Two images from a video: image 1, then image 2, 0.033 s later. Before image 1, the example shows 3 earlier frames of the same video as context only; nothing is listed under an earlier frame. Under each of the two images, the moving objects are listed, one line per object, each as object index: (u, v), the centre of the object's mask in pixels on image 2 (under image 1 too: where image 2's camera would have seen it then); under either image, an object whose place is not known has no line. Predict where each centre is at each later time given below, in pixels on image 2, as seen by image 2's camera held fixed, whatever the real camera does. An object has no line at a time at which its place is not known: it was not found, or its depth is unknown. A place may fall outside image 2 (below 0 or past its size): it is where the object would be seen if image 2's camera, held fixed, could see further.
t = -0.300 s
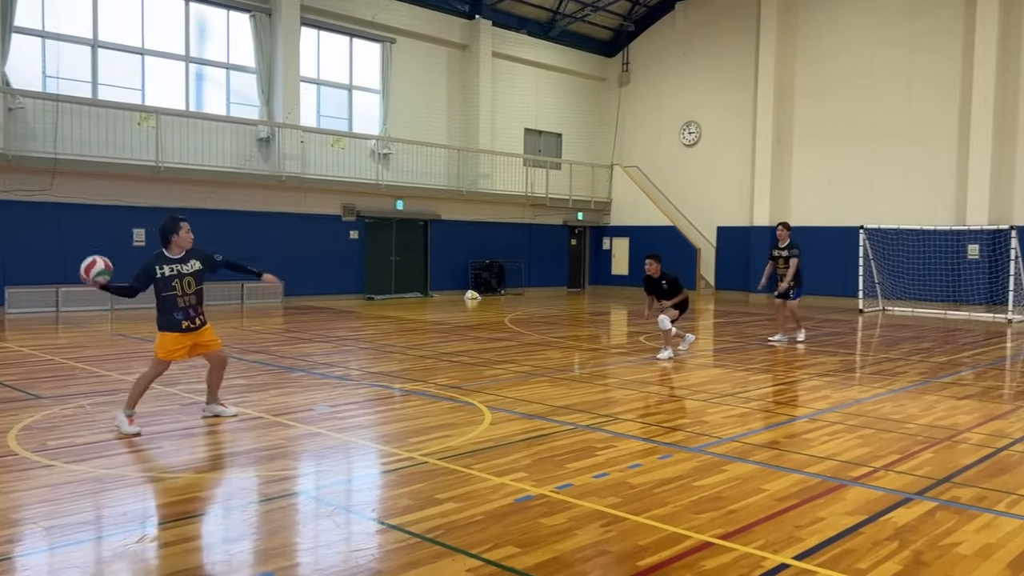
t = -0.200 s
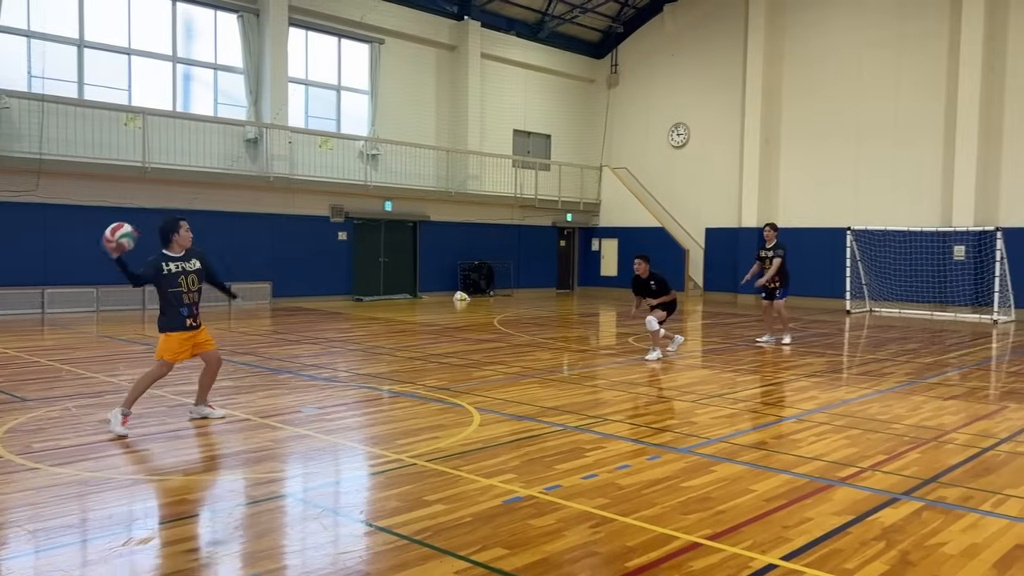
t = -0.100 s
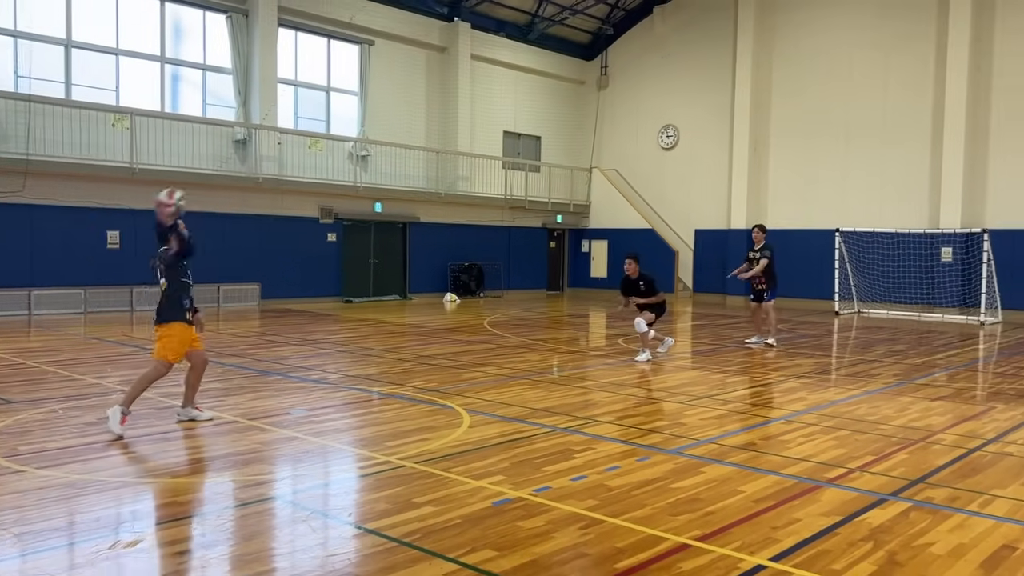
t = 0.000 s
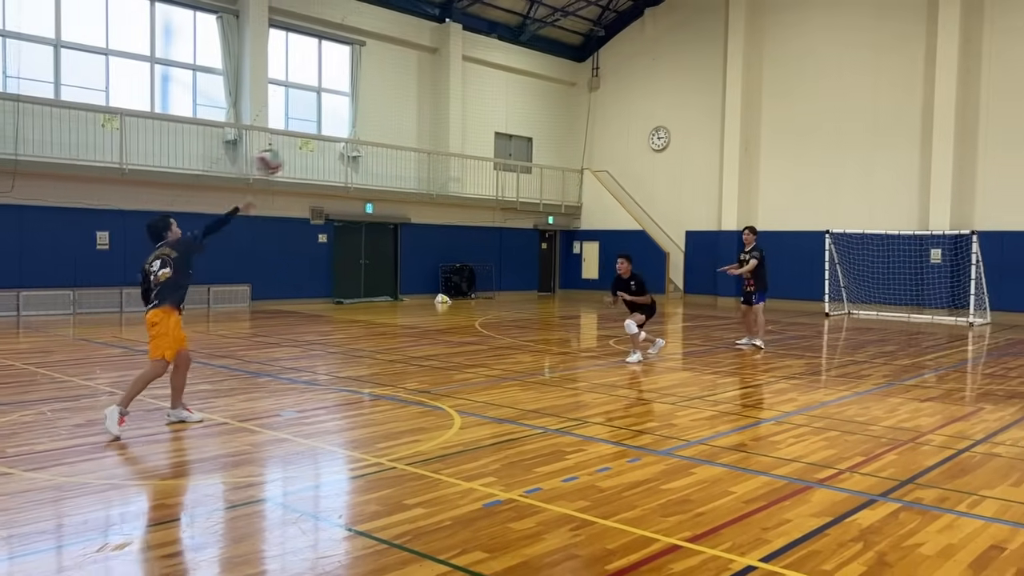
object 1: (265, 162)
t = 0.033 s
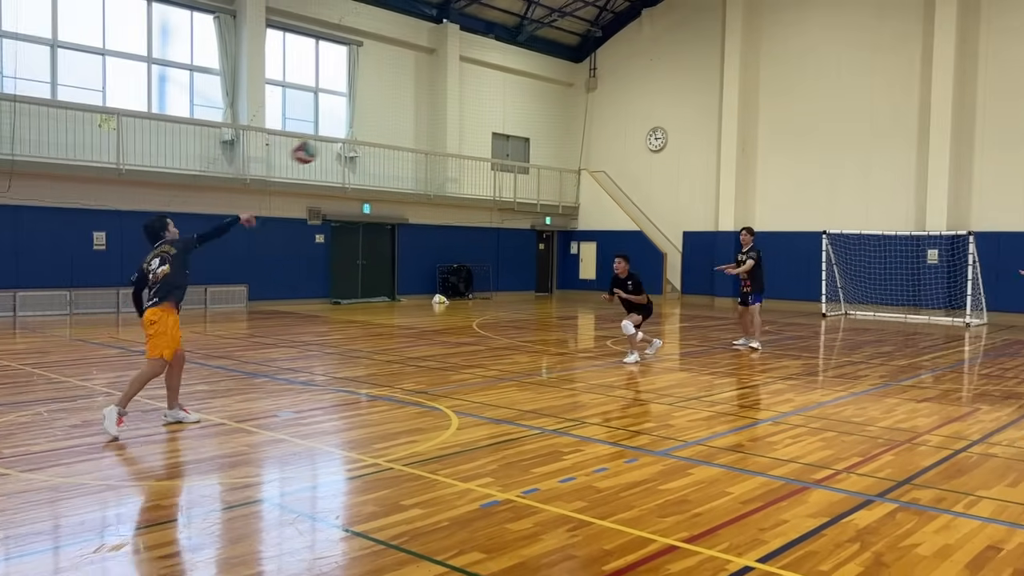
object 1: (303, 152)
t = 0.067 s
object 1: (339, 141)
